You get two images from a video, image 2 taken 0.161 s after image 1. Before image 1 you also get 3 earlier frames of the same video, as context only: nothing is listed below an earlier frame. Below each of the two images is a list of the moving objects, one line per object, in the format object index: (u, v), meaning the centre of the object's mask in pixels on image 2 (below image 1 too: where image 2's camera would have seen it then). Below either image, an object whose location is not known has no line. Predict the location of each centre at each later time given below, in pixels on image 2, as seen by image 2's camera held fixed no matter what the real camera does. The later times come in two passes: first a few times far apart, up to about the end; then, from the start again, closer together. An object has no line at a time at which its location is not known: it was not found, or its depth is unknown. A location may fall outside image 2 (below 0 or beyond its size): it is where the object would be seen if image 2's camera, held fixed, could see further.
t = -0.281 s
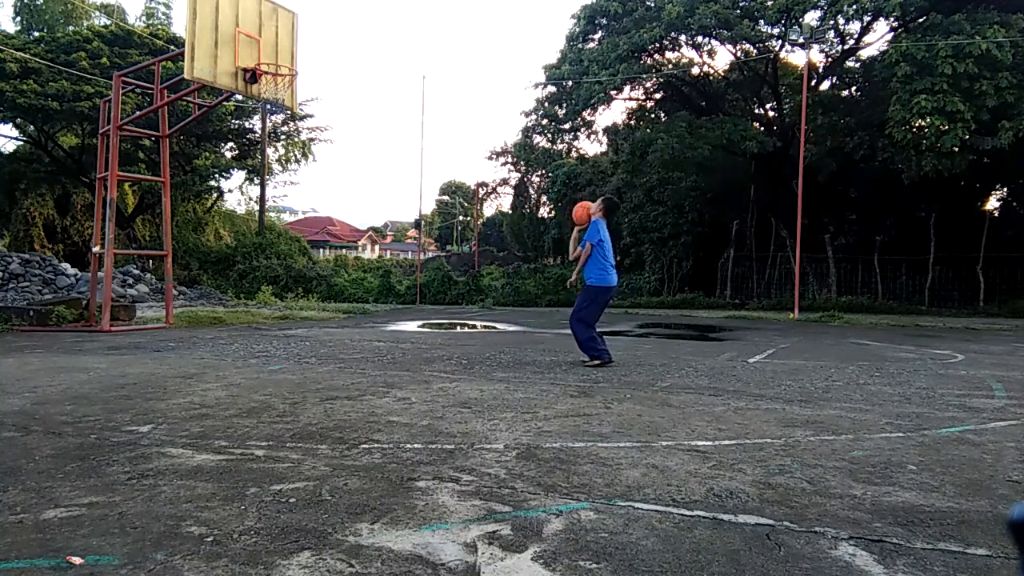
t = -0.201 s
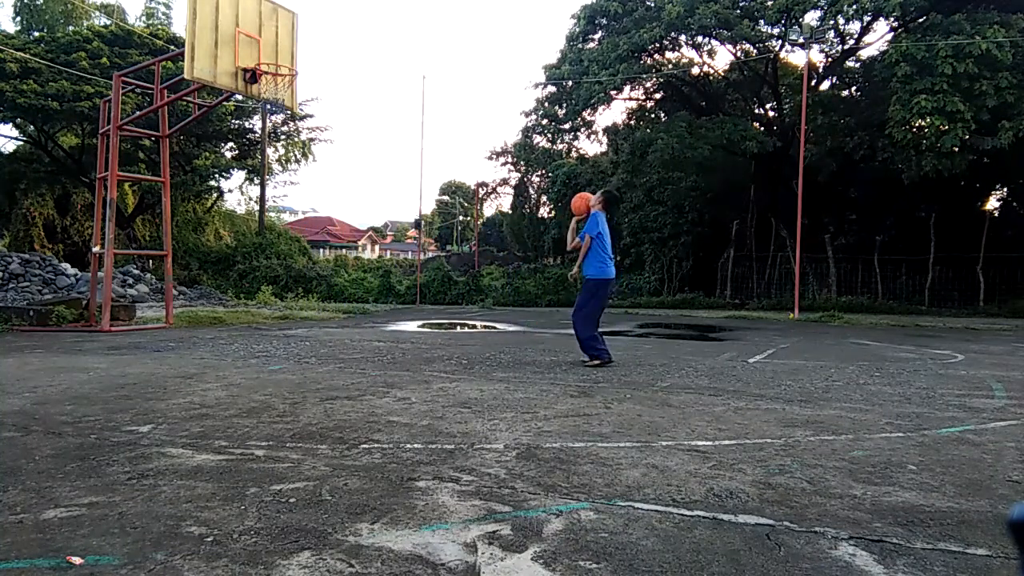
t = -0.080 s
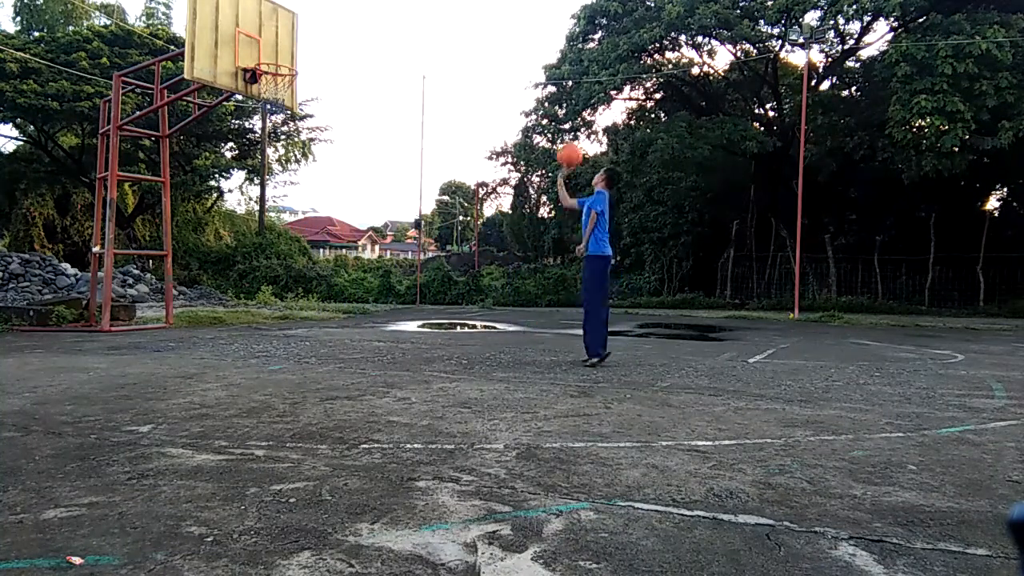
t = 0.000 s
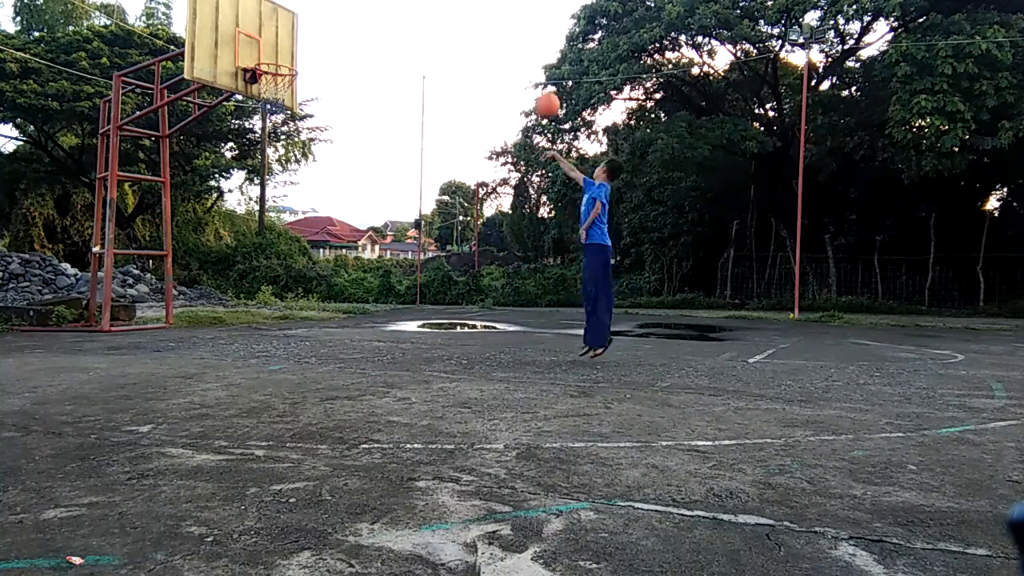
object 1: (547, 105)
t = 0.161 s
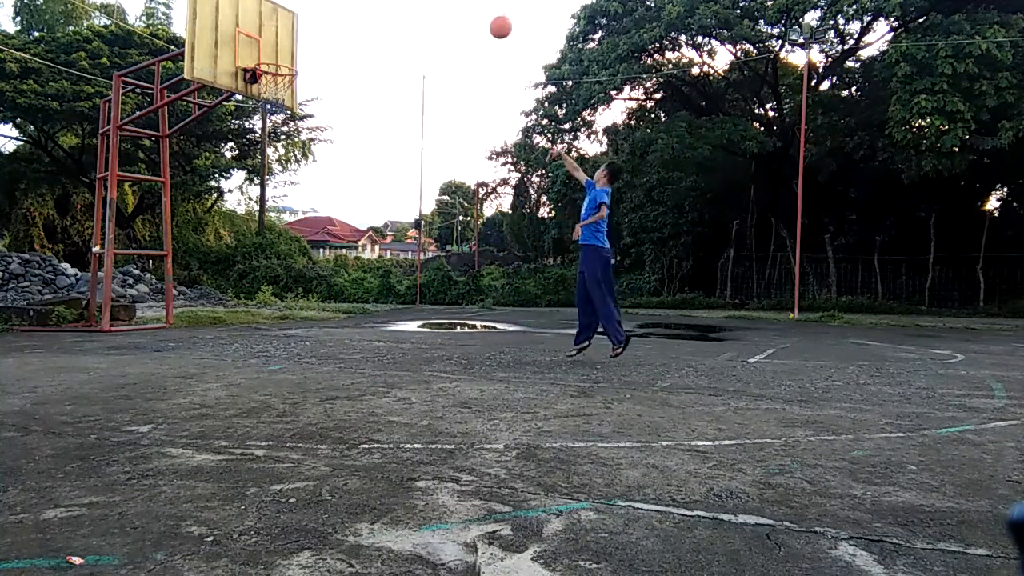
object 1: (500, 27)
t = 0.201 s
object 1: (489, 12)
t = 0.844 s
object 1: (331, 5)
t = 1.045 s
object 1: (293, 58)
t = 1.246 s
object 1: (296, 47)
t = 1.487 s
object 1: (299, 60)
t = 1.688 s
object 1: (302, 69)
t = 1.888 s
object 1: (309, 100)
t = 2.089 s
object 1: (313, 162)
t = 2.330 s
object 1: (319, 277)
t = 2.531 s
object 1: (322, 281)
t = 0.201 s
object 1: (489, 12)
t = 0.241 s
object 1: (478, 5)
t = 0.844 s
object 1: (331, 5)
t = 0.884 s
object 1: (322, 12)
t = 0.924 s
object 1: (313, 25)
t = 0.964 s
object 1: (304, 39)
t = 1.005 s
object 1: (295, 55)
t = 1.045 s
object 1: (293, 58)
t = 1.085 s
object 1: (294, 53)
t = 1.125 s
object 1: (295, 49)
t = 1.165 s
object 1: (295, 47)
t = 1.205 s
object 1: (296, 46)
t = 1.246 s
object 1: (296, 47)
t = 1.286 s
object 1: (297, 48)
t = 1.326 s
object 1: (297, 52)
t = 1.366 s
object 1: (298, 56)
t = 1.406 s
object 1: (298, 62)
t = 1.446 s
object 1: (299, 60)
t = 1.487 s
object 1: (299, 60)
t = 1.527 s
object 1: (299, 60)
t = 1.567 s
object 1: (299, 62)
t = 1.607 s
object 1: (300, 65)
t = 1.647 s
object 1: (301, 66)
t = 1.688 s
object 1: (302, 69)
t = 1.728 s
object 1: (303, 72)
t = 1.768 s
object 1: (305, 77)
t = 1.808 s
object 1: (306, 83)
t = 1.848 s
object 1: (307, 91)
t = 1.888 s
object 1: (309, 100)
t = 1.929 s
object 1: (310, 109)
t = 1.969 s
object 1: (311, 121)
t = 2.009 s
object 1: (312, 134)
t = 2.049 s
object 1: (312, 147)
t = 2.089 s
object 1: (313, 162)
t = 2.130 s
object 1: (315, 179)
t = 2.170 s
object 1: (316, 196)
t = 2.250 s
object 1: (317, 234)
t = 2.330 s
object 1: (319, 277)
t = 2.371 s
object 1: (320, 299)
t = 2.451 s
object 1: (322, 312)
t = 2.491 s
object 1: (322, 296)
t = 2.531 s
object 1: (322, 281)
